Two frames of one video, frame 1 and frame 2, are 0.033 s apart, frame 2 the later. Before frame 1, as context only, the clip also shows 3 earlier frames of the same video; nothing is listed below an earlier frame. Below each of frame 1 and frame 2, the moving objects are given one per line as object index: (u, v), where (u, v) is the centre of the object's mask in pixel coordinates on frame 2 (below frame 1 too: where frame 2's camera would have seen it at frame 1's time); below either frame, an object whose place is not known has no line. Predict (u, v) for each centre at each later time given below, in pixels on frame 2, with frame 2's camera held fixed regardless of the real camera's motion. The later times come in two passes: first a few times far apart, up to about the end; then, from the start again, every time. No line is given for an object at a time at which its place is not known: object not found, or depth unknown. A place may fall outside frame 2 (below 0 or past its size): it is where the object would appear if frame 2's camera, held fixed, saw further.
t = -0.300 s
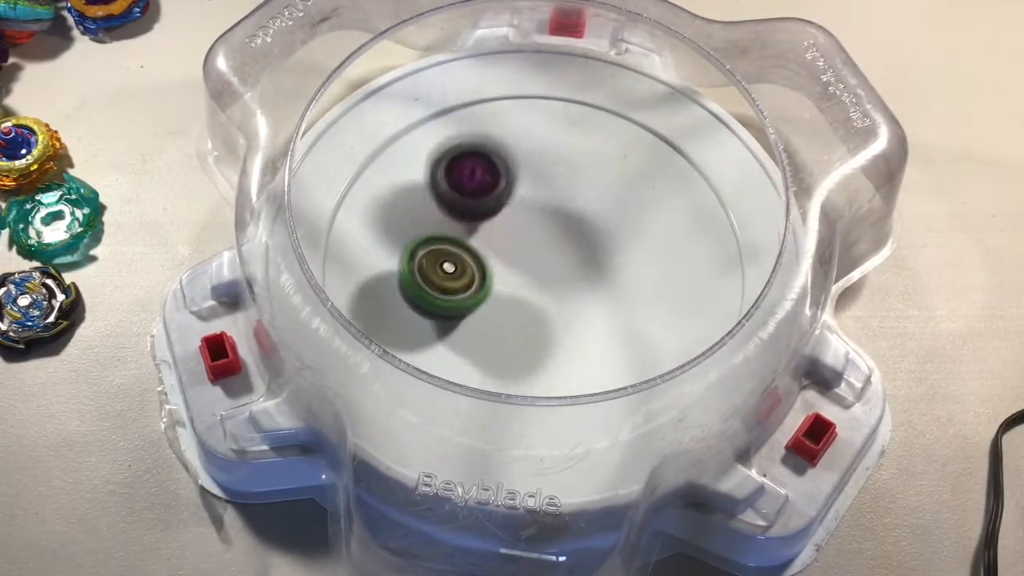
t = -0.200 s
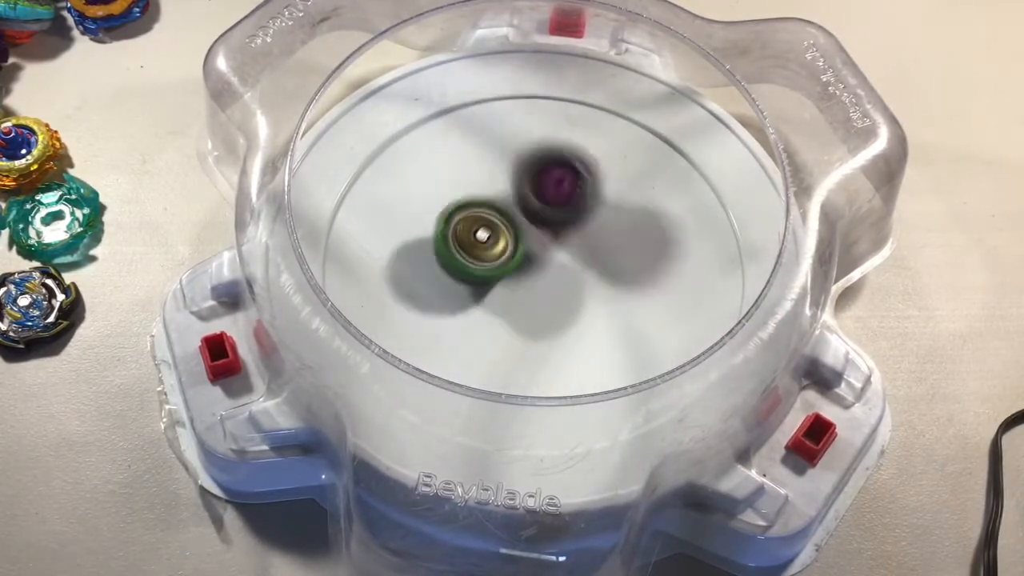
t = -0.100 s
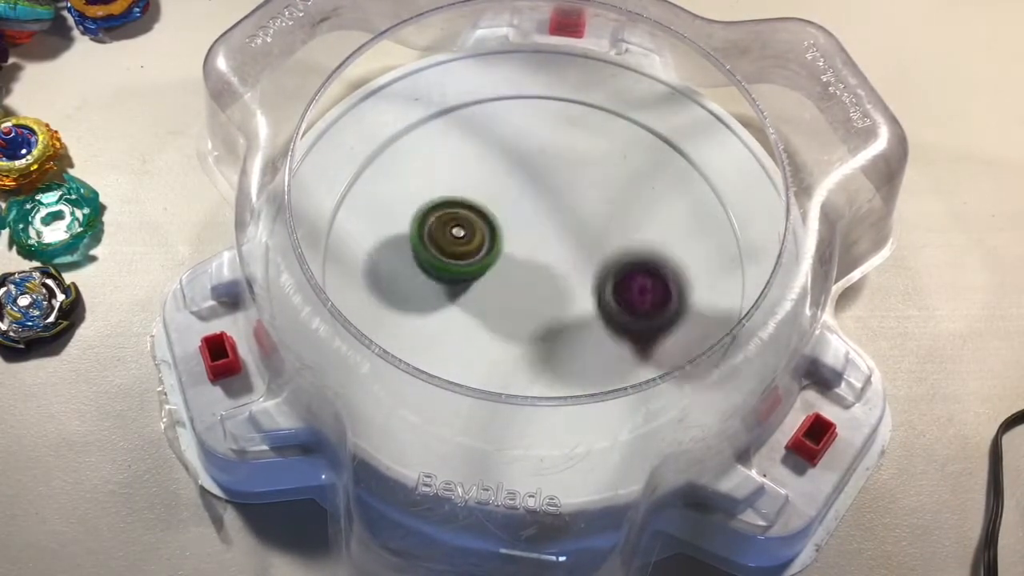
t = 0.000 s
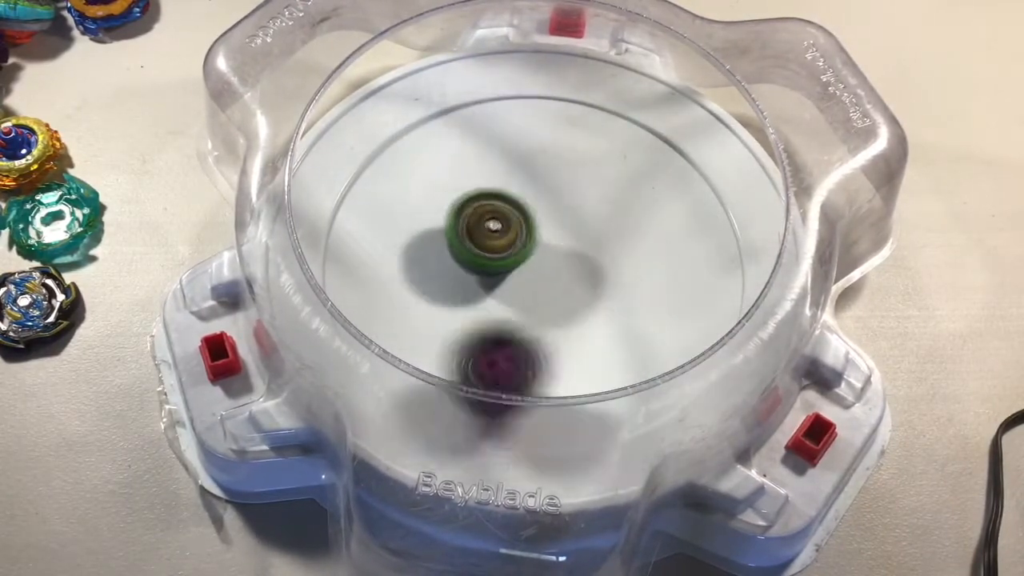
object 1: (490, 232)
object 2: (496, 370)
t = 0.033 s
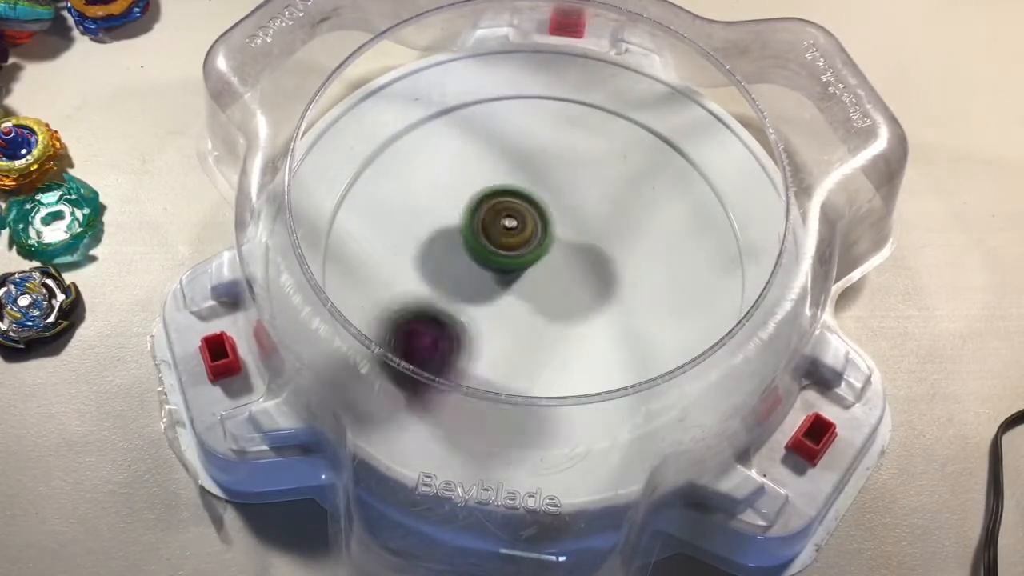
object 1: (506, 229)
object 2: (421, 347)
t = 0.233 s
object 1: (594, 224)
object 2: (548, 82)
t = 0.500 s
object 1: (594, 267)
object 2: (421, 384)
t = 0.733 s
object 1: (511, 286)
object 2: (607, 90)
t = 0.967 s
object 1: (494, 253)
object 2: (452, 385)
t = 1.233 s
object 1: (563, 227)
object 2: (635, 110)
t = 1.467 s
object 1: (590, 259)
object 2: (427, 393)
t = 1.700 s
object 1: (544, 287)
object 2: (553, 82)
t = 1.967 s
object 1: (502, 258)
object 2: (501, 402)
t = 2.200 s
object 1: (533, 230)
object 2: (477, 76)
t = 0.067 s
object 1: (523, 226)
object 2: (369, 292)
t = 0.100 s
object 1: (541, 225)
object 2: (343, 237)
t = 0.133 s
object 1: (557, 224)
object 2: (359, 173)
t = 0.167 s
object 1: (572, 223)
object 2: (404, 122)
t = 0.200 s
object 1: (584, 223)
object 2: (469, 90)
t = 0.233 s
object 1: (594, 224)
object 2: (548, 82)
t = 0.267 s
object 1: (603, 227)
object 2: (626, 103)
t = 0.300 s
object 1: (607, 230)
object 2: (693, 146)
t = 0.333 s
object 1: (610, 234)
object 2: (735, 211)
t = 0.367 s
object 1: (611, 240)
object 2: (736, 288)
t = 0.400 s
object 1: (610, 247)
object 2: (695, 362)
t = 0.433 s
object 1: (606, 254)
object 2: (612, 410)
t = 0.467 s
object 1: (601, 261)
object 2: (510, 416)
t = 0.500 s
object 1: (594, 267)
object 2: (421, 384)
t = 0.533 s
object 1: (584, 273)
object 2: (361, 328)
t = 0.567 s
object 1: (573, 279)
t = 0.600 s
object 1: (561, 283)
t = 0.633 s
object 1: (549, 286)
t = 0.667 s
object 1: (536, 287)
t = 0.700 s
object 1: (523, 287)
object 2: (525, 75)
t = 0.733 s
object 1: (511, 286)
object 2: (607, 90)
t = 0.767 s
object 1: (503, 286)
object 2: (679, 129)
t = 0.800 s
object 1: (496, 283)
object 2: (725, 193)
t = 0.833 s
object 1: (491, 278)
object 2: (733, 263)
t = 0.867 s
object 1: (488, 273)
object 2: (701, 334)
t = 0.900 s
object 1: (488, 266)
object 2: (634, 384)
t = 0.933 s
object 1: (490, 260)
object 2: (541, 400)
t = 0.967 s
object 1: (494, 253)
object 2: (452, 385)
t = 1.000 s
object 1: (499, 246)
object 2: (377, 342)
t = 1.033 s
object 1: (506, 239)
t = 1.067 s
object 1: (513, 234)
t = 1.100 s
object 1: (522, 229)
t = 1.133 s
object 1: (532, 228)
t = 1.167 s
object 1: (543, 225)
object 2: (487, 81)
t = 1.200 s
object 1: (553, 225)
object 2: (562, 82)
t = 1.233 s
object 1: (563, 227)
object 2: (635, 110)
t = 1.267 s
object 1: (570, 227)
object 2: (687, 162)
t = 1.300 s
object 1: (578, 229)
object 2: (717, 229)
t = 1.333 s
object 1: (584, 233)
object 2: (709, 297)
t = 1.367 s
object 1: (588, 239)
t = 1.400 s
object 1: (590, 245)
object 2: (598, 405)
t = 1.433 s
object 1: (591, 252)
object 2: (509, 414)
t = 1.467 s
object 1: (590, 259)
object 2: (427, 393)
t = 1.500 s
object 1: (587, 266)
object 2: (364, 341)
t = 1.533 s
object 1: (582, 271)
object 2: (334, 276)
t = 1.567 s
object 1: (577, 276)
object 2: (334, 214)
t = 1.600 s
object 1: (570, 282)
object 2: (366, 156)
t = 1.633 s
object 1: (562, 285)
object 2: (417, 112)
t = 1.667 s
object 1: (554, 286)
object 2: (481, 86)
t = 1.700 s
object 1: (544, 287)
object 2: (553, 82)
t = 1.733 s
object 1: (535, 286)
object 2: (626, 99)
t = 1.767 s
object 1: (527, 284)
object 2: (686, 132)
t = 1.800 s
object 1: (519, 280)
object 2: (729, 194)
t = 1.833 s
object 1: (513, 277)
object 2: (738, 258)
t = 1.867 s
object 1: (508, 273)
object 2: (718, 327)
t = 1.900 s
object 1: (506, 268)
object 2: (665, 379)
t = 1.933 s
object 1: (504, 264)
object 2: (584, 408)
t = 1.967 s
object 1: (502, 258)
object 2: (501, 402)
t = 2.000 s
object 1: (502, 253)
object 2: (424, 364)
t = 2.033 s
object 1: (503, 247)
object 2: (370, 309)
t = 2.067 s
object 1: (506, 243)
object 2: (347, 256)
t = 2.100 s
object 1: (511, 239)
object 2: (346, 197)
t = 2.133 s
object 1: (519, 236)
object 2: (370, 143)
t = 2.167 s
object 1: (525, 234)
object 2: (418, 99)
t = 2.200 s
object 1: (533, 230)
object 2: (477, 76)
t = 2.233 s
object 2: (543, 73)
